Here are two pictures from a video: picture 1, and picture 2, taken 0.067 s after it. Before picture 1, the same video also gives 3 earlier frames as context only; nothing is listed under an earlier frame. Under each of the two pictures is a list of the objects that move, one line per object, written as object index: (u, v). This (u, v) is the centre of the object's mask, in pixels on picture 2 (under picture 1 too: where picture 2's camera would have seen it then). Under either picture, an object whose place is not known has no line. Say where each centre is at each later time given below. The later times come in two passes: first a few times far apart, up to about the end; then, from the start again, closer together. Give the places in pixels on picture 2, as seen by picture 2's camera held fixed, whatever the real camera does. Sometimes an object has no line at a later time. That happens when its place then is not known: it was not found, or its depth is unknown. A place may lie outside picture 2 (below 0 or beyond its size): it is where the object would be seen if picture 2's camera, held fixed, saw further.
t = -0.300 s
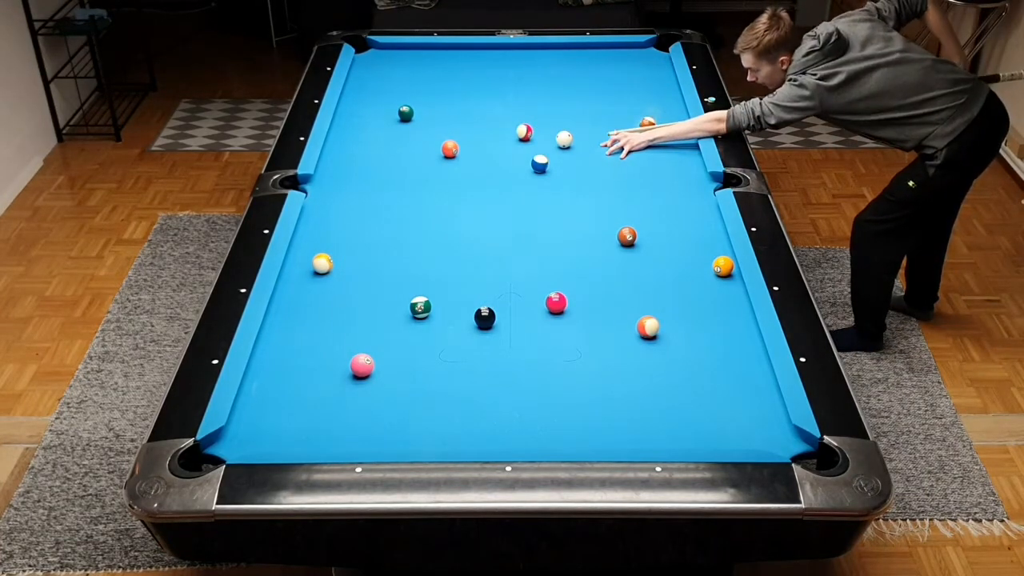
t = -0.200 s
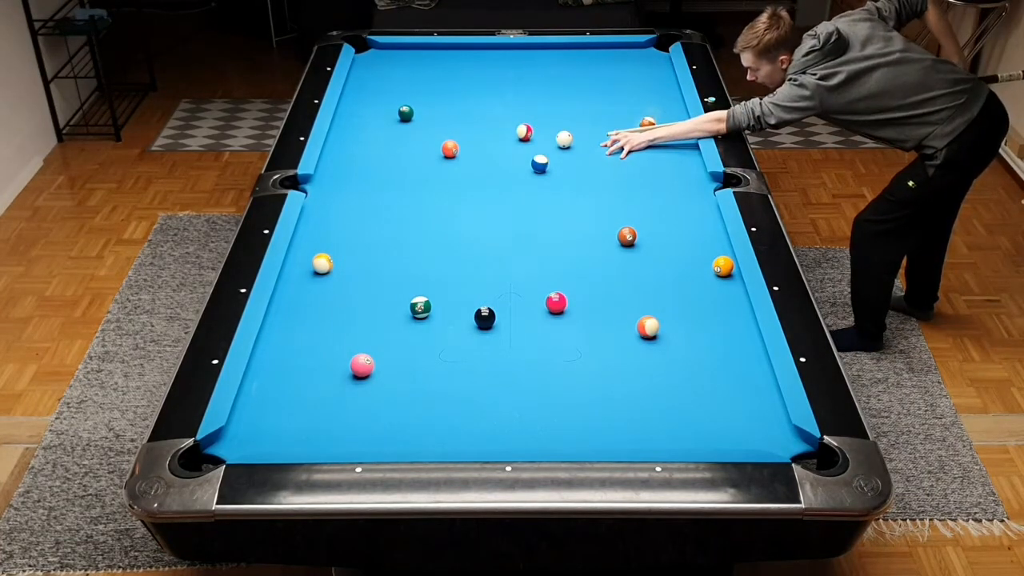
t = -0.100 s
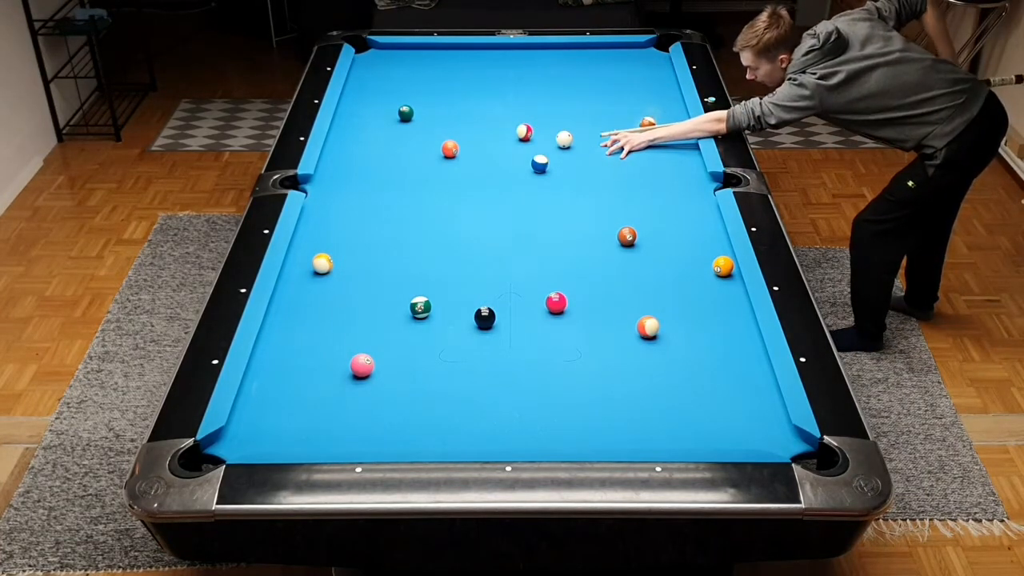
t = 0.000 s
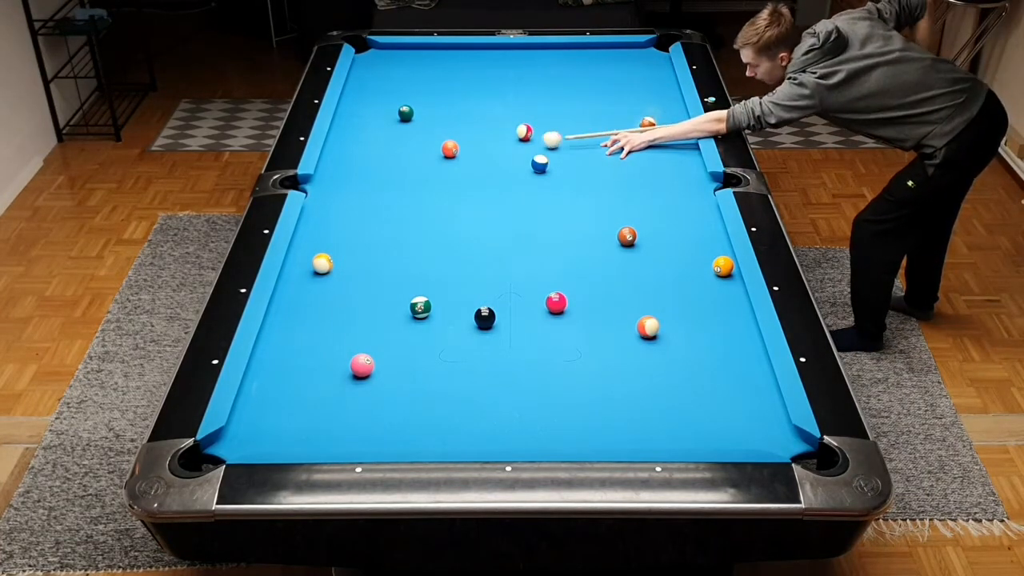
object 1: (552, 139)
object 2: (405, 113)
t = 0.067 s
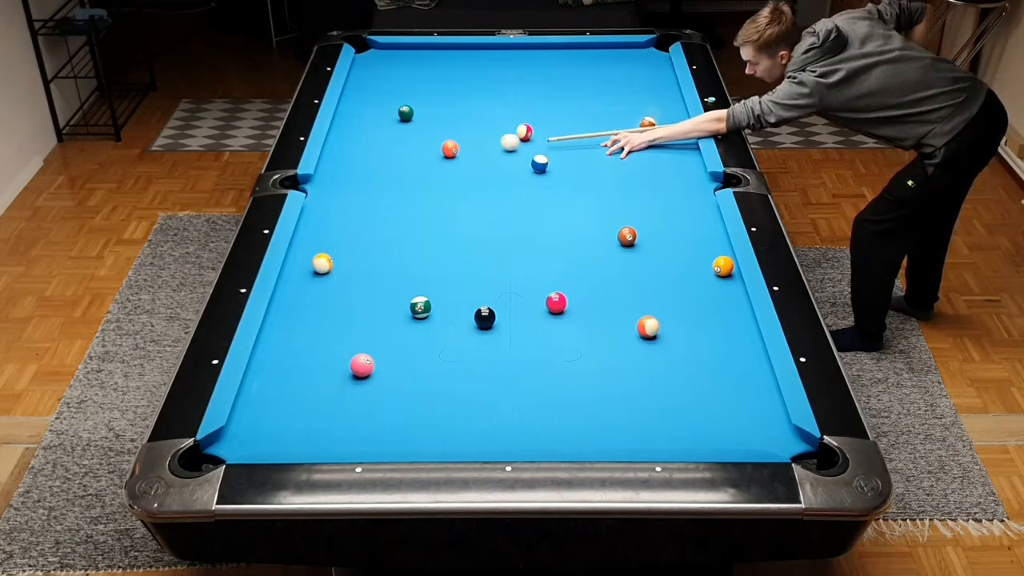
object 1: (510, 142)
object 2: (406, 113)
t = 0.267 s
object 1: (448, 136)
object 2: (405, 113)
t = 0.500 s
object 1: (416, 123)
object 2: (405, 112)
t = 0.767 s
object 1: (383, 118)
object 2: (403, 105)
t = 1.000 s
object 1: (357, 116)
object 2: (401, 98)
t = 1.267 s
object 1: (350, 112)
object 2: (399, 89)
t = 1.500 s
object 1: (364, 109)
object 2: (397, 83)
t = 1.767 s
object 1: (378, 105)
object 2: (395, 76)
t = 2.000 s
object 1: (389, 103)
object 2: (393, 71)
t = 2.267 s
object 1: (401, 100)
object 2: (391, 65)
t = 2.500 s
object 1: (410, 97)
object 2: (390, 61)
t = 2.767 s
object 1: (419, 95)
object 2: (389, 57)
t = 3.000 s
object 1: (426, 94)
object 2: (388, 54)
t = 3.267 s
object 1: (433, 92)
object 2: (387, 50)
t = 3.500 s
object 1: (438, 91)
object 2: (386, 48)
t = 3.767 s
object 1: (443, 90)
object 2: (385, 47)
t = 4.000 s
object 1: (446, 89)
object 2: (384, 48)
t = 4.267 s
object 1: (448, 89)
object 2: (382, 48)
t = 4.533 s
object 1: (450, 89)
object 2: (382, 48)
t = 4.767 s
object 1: (451, 89)
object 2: (382, 48)
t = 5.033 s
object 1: (451, 89)
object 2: (382, 48)
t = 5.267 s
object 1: (451, 89)
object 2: (382, 48)
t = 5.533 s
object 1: (451, 89)
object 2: (382, 48)
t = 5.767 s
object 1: (451, 89)
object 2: (382, 48)
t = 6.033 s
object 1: (451, 89)
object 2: (383, 48)
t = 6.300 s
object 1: (451, 89)
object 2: (382, 48)
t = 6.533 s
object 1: (451, 89)
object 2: (383, 48)
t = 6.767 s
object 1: (451, 89)
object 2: (383, 48)
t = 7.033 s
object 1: (451, 89)
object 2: (382, 48)
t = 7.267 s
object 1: (451, 89)
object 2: (382, 49)
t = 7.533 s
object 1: (451, 89)
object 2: (382, 48)
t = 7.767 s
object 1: (451, 89)
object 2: (382, 48)
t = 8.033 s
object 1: (451, 89)
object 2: (382, 49)
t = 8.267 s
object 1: (451, 89)
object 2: (382, 49)
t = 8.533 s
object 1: (451, 89)
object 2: (382, 49)
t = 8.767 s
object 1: (451, 89)
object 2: (383, 49)
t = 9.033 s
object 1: (451, 89)
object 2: (382, 49)
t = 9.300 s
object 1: (451, 89)
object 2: (382, 49)
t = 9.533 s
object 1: (451, 89)
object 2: (382, 49)
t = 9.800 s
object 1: (451, 89)
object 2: (382, 49)
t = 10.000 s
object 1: (451, 89)
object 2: (382, 49)
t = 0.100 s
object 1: (490, 143)
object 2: (406, 113)
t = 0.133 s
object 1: (471, 144)
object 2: (405, 113)
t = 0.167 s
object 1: (462, 143)
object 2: (406, 113)
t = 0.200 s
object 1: (458, 141)
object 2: (405, 113)
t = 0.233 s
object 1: (453, 138)
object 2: (405, 113)
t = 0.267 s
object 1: (448, 136)
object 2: (405, 113)
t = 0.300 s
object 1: (444, 135)
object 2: (405, 113)
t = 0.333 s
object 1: (439, 133)
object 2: (405, 113)
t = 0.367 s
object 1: (434, 131)
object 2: (405, 113)
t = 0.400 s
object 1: (430, 129)
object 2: (405, 113)
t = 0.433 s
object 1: (425, 127)
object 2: (405, 113)
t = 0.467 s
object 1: (420, 125)
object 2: (405, 113)
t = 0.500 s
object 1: (416, 123)
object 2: (405, 112)
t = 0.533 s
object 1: (411, 121)
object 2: (404, 111)
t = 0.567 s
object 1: (407, 120)
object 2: (405, 109)
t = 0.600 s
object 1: (403, 119)
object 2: (406, 109)
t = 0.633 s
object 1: (399, 119)
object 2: (406, 109)
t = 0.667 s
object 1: (395, 119)
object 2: (405, 108)
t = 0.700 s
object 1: (391, 119)
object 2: (404, 108)
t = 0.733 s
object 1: (387, 118)
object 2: (404, 107)
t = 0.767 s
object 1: (383, 118)
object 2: (403, 105)
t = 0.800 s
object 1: (379, 117)
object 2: (403, 104)
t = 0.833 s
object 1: (375, 117)
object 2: (403, 103)
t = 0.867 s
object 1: (372, 117)
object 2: (402, 102)
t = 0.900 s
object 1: (368, 117)
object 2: (402, 101)
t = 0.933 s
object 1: (364, 116)
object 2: (402, 99)
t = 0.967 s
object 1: (360, 116)
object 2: (401, 99)
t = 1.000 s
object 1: (357, 116)
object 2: (401, 98)
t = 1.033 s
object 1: (353, 115)
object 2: (401, 96)
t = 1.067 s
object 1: (349, 115)
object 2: (400, 95)
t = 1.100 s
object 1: (345, 115)
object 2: (400, 94)
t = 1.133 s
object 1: (342, 114)
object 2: (400, 93)
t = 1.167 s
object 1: (343, 114)
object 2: (400, 92)
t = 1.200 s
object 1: (346, 113)
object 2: (399, 91)
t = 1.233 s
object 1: (348, 113)
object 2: (399, 90)
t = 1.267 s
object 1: (350, 112)
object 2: (399, 89)
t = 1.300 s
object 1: (352, 112)
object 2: (398, 88)
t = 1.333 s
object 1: (354, 111)
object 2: (398, 87)
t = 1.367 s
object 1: (356, 111)
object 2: (398, 87)
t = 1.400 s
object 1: (358, 110)
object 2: (398, 86)
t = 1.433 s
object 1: (360, 110)
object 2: (397, 85)
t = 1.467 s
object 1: (362, 109)
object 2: (397, 84)
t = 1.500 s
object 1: (364, 109)
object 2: (397, 83)
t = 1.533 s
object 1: (366, 108)
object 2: (397, 82)
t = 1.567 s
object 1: (368, 108)
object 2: (396, 81)
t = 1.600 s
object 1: (369, 108)
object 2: (396, 80)
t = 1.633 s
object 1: (371, 107)
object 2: (396, 79)
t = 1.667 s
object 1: (373, 107)
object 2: (396, 79)
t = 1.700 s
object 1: (375, 106)
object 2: (395, 78)
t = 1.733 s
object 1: (376, 106)
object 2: (395, 77)
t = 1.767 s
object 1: (378, 105)
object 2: (395, 76)
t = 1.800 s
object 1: (380, 105)
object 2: (395, 75)
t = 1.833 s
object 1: (381, 104)
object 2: (394, 74)
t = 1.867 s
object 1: (383, 104)
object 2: (394, 73)
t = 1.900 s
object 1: (385, 104)
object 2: (394, 73)
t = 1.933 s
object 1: (386, 103)
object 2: (394, 72)
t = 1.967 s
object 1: (388, 103)
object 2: (393, 72)
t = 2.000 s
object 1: (389, 103)
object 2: (393, 71)
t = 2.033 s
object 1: (391, 102)
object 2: (393, 70)
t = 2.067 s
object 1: (392, 102)
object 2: (393, 69)
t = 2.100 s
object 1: (394, 101)
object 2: (393, 69)
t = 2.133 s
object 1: (395, 101)
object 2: (392, 68)
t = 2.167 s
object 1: (397, 101)
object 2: (392, 67)
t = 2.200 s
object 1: (398, 100)
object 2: (392, 67)
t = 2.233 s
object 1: (399, 100)
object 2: (392, 66)
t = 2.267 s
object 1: (401, 100)
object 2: (391, 65)
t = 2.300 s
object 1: (402, 99)
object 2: (391, 65)
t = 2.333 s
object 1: (404, 99)
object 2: (391, 65)
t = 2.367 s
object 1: (405, 99)
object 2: (391, 64)
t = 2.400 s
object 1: (406, 98)
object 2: (391, 63)
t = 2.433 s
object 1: (408, 98)
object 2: (390, 62)
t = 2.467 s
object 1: (409, 98)
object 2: (390, 62)
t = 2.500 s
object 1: (410, 97)
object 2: (390, 61)
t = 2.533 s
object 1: (411, 97)
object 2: (390, 61)
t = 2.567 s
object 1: (412, 97)
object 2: (389, 60)
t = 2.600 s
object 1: (414, 97)
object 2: (389, 60)
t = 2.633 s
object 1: (415, 97)
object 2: (389, 59)
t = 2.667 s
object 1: (416, 96)
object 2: (389, 58)
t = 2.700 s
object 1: (417, 96)
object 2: (389, 58)
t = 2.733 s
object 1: (418, 96)
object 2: (389, 57)
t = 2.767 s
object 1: (419, 95)
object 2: (389, 57)
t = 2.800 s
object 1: (420, 95)
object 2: (388, 56)
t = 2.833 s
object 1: (421, 95)
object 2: (388, 56)
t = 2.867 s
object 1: (422, 95)
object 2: (388, 56)
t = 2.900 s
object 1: (423, 94)
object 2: (388, 55)
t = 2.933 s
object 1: (424, 94)
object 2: (388, 55)
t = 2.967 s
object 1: (425, 94)
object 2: (388, 54)
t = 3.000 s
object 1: (426, 94)
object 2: (388, 54)
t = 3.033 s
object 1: (427, 93)
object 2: (388, 53)
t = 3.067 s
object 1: (428, 93)
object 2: (387, 52)
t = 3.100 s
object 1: (429, 93)
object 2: (387, 52)
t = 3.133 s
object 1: (430, 93)
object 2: (387, 52)
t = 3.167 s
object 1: (431, 93)
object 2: (387, 51)
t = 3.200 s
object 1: (432, 93)
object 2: (387, 51)
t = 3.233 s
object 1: (432, 92)
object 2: (387, 51)
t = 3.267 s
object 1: (433, 92)
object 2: (387, 50)
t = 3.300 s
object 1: (434, 92)
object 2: (387, 50)
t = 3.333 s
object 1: (435, 92)
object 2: (386, 49)
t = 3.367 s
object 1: (435, 92)
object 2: (386, 49)
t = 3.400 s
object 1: (436, 92)
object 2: (386, 49)
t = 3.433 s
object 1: (437, 92)
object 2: (386, 48)
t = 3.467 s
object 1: (437, 91)
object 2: (386, 48)
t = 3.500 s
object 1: (438, 91)
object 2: (386, 48)
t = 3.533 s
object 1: (439, 91)
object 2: (386, 48)
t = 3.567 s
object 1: (439, 91)
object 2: (386, 47)
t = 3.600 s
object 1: (440, 91)
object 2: (386, 47)
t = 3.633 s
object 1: (441, 91)
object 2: (386, 47)
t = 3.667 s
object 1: (441, 91)
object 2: (385, 47)
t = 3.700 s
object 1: (442, 91)
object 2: (385, 47)
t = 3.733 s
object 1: (442, 90)
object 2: (385, 47)
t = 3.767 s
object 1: (443, 90)
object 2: (385, 47)
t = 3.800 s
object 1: (443, 90)
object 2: (385, 48)
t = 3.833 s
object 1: (444, 90)
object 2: (385, 48)
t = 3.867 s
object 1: (444, 90)
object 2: (384, 48)
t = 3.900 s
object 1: (444, 90)
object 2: (384, 48)
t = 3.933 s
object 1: (445, 90)
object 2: (384, 48)
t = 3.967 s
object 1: (445, 90)
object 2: (384, 48)
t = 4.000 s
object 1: (446, 89)
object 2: (384, 48)
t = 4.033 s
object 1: (446, 90)
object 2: (383, 48)
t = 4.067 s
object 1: (446, 89)
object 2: (383, 48)
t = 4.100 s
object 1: (447, 89)
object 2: (383, 48)
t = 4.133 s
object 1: (447, 89)
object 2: (383, 49)
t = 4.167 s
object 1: (448, 89)
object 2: (383, 49)
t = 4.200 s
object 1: (448, 89)
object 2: (383, 49)
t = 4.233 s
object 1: (448, 89)
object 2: (382, 48)
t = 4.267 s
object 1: (448, 89)
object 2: (382, 48)
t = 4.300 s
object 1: (449, 89)
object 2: (383, 49)
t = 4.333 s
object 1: (449, 89)
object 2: (383, 49)
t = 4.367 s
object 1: (449, 89)
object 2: (383, 49)
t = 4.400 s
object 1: (449, 89)
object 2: (383, 49)
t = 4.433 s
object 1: (450, 89)
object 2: (382, 48)
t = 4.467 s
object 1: (450, 89)
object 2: (382, 48)
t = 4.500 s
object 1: (450, 89)
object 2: (382, 48)
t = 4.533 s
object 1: (450, 89)
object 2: (382, 48)
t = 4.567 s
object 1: (451, 89)
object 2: (382, 48)
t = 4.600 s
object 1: (451, 89)
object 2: (382, 48)
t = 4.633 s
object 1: (451, 89)
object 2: (382, 48)
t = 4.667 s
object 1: (451, 89)
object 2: (382, 48)
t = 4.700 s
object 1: (451, 89)
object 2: (382, 48)
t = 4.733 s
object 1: (451, 89)
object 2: (382, 48)
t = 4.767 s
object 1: (451, 89)
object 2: (382, 48)
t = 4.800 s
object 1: (451, 89)
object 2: (382, 48)
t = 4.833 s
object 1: (451, 89)
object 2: (382, 48)
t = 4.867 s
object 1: (451, 89)
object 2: (382, 48)
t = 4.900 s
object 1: (451, 89)
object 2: (382, 48)
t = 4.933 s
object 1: (451, 89)
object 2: (382, 48)
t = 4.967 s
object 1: (451, 89)
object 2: (382, 48)
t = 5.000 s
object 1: (451, 89)
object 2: (382, 48)
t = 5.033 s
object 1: (451, 89)
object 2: (382, 48)
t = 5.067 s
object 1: (451, 89)
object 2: (382, 48)
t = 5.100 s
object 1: (451, 89)
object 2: (382, 48)
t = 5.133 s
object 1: (451, 89)
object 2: (382, 48)
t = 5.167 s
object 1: (451, 89)
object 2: (382, 48)
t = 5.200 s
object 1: (451, 89)
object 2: (382, 48)
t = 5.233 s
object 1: (451, 89)
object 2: (382, 48)
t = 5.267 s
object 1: (451, 89)
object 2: (382, 48)
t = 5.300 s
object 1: (451, 89)
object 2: (382, 48)
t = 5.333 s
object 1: (451, 89)
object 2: (382, 48)
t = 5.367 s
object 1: (451, 89)
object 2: (382, 48)
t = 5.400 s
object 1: (451, 89)
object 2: (382, 48)
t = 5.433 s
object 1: (451, 89)
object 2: (382, 48)
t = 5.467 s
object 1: (451, 89)
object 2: (382, 48)
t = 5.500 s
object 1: (451, 89)
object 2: (382, 48)
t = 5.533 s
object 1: (451, 89)
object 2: (382, 48)
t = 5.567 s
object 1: (451, 89)
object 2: (382, 48)
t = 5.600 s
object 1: (451, 89)
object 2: (382, 48)
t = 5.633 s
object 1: (451, 89)
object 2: (382, 48)
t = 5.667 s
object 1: (451, 89)
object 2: (382, 48)
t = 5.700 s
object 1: (451, 89)
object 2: (382, 48)
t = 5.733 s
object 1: (451, 89)
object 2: (382, 48)
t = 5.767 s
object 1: (451, 89)
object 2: (382, 48)
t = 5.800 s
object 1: (451, 89)
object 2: (382, 48)
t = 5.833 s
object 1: (451, 89)
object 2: (382, 48)
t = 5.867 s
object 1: (451, 89)
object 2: (383, 48)
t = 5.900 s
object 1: (451, 89)
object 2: (383, 48)
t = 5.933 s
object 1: (451, 89)
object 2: (383, 48)
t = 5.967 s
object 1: (451, 89)
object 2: (383, 48)
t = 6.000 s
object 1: (451, 89)
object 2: (383, 48)
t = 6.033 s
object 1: (451, 89)
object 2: (383, 48)
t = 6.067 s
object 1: (451, 89)
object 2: (382, 48)
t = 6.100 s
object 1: (451, 89)
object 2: (382, 48)
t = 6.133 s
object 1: (451, 89)
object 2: (382, 48)
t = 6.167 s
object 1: (451, 89)
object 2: (382, 48)
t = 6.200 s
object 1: (451, 89)
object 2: (382, 48)
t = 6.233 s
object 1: (451, 89)
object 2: (382, 48)
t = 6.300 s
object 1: (451, 89)
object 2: (382, 48)
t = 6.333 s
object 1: (451, 89)
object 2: (383, 48)
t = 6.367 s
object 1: (451, 89)
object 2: (383, 48)
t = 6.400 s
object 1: (451, 89)
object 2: (383, 48)
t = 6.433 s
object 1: (451, 89)
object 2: (383, 48)
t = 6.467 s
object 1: (451, 89)
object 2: (382, 48)
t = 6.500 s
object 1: (451, 89)
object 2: (383, 48)
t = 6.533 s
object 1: (451, 89)
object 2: (383, 48)
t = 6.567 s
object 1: (451, 89)
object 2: (383, 48)
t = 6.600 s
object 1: (451, 89)
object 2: (383, 48)
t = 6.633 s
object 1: (451, 89)
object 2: (383, 48)
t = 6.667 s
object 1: (451, 89)
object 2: (383, 48)
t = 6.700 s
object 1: (450, 89)
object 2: (383, 48)
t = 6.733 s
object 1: (451, 89)
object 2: (383, 48)
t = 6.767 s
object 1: (451, 89)
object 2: (383, 48)
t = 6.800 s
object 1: (451, 89)
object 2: (383, 48)
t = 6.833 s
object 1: (451, 89)
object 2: (383, 48)
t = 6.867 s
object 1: (451, 89)
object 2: (382, 48)
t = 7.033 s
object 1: (451, 89)
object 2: (382, 48)
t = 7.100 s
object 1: (451, 89)
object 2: (382, 48)
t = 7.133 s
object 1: (451, 89)
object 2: (382, 48)
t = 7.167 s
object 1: (451, 89)
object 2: (382, 49)
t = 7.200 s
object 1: (451, 89)
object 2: (382, 49)
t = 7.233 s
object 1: (451, 89)
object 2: (382, 48)
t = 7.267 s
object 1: (451, 89)
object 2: (382, 49)
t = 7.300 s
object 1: (451, 89)
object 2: (382, 49)
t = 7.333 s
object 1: (451, 89)
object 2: (382, 48)
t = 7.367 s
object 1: (451, 89)
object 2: (382, 49)
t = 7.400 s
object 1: (451, 89)
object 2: (382, 48)
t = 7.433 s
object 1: (451, 89)
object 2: (382, 49)
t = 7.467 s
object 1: (451, 89)
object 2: (382, 48)
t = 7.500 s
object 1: (451, 89)
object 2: (382, 48)
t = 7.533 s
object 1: (451, 89)
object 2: (382, 48)
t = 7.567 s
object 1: (451, 89)
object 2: (382, 48)
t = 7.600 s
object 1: (451, 89)
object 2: (382, 49)
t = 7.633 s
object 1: (451, 89)
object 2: (382, 48)
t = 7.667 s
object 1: (451, 89)
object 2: (382, 49)
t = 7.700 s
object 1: (451, 89)
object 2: (382, 49)
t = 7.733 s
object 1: (451, 89)
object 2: (382, 48)
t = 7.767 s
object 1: (451, 89)
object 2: (382, 48)
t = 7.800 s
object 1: (451, 89)
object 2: (382, 48)
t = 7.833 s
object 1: (451, 89)
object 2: (382, 49)
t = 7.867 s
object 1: (451, 89)
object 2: (382, 48)
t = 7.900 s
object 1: (451, 89)
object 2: (382, 48)
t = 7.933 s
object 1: (451, 89)
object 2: (382, 49)
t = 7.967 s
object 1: (451, 89)
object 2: (382, 49)
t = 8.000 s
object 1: (451, 89)
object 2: (382, 49)
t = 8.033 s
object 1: (451, 89)
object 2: (382, 49)
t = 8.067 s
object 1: (451, 89)
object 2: (382, 49)
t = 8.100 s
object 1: (451, 89)
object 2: (382, 49)
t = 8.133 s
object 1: (451, 89)
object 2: (383, 49)
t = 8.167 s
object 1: (451, 89)
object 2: (382, 49)
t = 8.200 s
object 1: (451, 89)
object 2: (382, 49)
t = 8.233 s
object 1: (451, 89)
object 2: (382, 49)
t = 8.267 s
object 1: (451, 89)
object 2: (382, 49)
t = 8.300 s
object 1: (451, 89)
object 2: (382, 49)
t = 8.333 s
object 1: (451, 89)
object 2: (382, 49)
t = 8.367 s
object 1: (451, 89)
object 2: (382, 49)
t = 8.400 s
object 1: (451, 89)
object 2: (382, 49)
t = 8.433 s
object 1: (451, 89)
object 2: (383, 49)
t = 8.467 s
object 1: (451, 89)
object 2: (382, 49)
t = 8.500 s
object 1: (451, 89)
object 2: (383, 49)
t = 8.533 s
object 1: (451, 89)
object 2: (382, 49)
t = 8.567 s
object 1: (451, 89)
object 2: (382, 49)
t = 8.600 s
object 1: (451, 89)
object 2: (382, 49)
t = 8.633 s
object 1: (451, 89)
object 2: (382, 49)
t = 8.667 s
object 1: (451, 89)
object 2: (382, 49)
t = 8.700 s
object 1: (451, 89)
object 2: (382, 49)
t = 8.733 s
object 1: (451, 89)
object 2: (382, 49)
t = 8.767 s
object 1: (451, 89)
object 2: (383, 49)
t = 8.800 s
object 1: (451, 89)
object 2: (382, 49)
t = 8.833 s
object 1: (451, 89)
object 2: (382, 49)
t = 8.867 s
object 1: (451, 89)
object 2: (382, 49)
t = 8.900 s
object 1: (451, 89)
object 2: (382, 49)
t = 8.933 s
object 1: (451, 89)
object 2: (382, 49)
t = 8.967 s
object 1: (451, 89)
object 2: (382, 49)
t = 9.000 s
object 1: (451, 89)
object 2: (383, 49)
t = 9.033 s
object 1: (451, 89)
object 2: (382, 49)
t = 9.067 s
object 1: (451, 89)
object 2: (382, 49)
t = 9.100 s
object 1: (451, 89)
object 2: (382, 49)
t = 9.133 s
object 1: (451, 89)
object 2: (382, 49)
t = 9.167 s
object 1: (451, 89)
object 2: (382, 49)
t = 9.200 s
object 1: (451, 89)
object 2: (382, 49)
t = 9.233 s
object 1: (451, 89)
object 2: (382, 49)
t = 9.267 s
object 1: (451, 89)
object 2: (382, 49)
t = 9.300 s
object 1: (451, 89)
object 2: (382, 49)
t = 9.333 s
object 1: (451, 89)
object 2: (382, 49)
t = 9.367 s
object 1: (451, 89)
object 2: (382, 49)
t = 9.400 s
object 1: (451, 89)
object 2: (382, 49)
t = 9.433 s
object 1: (451, 89)
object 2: (382, 49)
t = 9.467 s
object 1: (451, 89)
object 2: (382, 49)
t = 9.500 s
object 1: (451, 89)
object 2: (382, 49)
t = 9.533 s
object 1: (451, 89)
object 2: (382, 49)
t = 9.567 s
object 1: (451, 89)
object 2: (382, 49)
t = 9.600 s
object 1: (451, 89)
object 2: (382, 49)
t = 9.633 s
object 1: (451, 89)
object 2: (382, 49)
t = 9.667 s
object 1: (451, 89)
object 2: (382, 49)
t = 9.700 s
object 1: (451, 89)
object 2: (382, 49)
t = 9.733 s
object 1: (451, 89)
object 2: (382, 49)
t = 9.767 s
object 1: (451, 89)
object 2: (382, 49)
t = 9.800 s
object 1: (451, 89)
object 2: (382, 49)
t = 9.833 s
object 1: (451, 89)
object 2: (382, 49)
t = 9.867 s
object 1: (451, 89)
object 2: (382, 49)
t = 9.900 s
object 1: (451, 89)
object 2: (382, 49)
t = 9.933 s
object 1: (451, 89)
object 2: (382, 49)
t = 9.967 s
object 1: (451, 89)
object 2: (382, 49)
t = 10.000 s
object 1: (451, 89)
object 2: (382, 49)
